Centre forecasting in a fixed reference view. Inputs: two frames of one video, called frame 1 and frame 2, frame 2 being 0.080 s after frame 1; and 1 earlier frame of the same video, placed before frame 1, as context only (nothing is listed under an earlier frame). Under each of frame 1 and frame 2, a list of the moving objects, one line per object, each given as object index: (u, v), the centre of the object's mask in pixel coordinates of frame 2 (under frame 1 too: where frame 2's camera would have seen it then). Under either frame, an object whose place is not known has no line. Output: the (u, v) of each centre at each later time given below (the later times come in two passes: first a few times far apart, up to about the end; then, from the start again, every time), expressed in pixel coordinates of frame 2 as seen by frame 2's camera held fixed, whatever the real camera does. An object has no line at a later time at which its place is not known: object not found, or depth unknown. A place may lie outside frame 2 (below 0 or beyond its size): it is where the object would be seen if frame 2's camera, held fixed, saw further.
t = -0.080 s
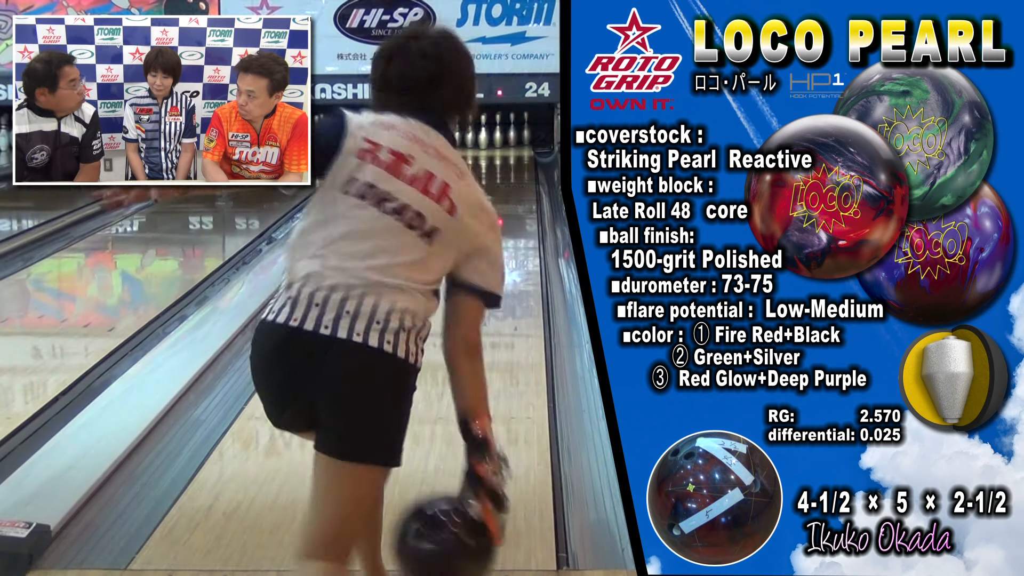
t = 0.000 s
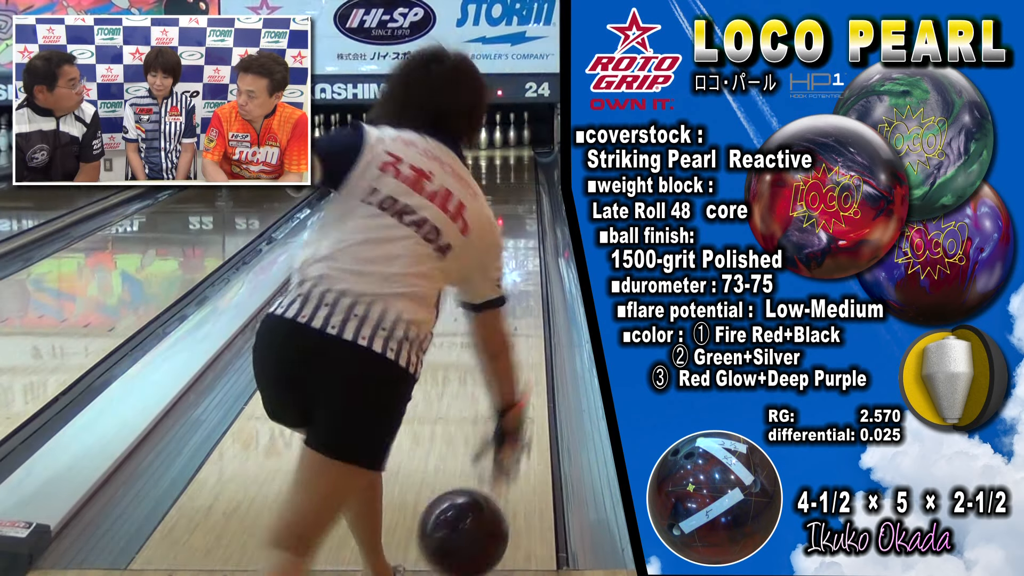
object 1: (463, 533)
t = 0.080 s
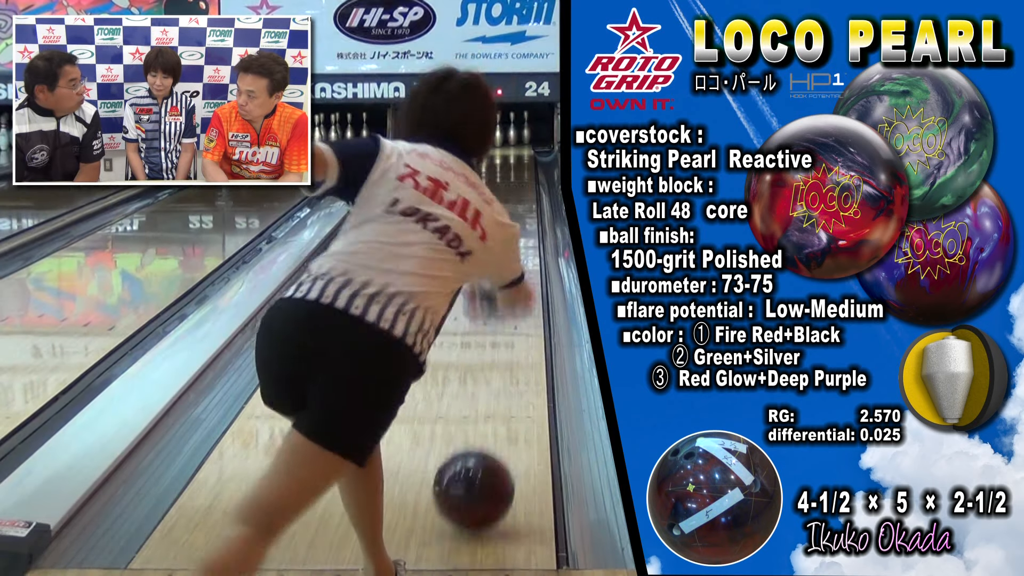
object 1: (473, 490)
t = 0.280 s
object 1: (491, 399)
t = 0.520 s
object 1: (504, 324)
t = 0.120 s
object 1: (478, 470)
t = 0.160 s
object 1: (482, 450)
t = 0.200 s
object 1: (485, 433)
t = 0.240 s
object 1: (489, 413)
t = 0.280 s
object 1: (491, 399)
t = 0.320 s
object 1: (494, 384)
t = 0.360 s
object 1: (496, 370)
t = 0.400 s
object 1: (498, 359)
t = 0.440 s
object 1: (501, 345)
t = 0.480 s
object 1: (502, 335)
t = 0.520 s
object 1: (504, 324)
